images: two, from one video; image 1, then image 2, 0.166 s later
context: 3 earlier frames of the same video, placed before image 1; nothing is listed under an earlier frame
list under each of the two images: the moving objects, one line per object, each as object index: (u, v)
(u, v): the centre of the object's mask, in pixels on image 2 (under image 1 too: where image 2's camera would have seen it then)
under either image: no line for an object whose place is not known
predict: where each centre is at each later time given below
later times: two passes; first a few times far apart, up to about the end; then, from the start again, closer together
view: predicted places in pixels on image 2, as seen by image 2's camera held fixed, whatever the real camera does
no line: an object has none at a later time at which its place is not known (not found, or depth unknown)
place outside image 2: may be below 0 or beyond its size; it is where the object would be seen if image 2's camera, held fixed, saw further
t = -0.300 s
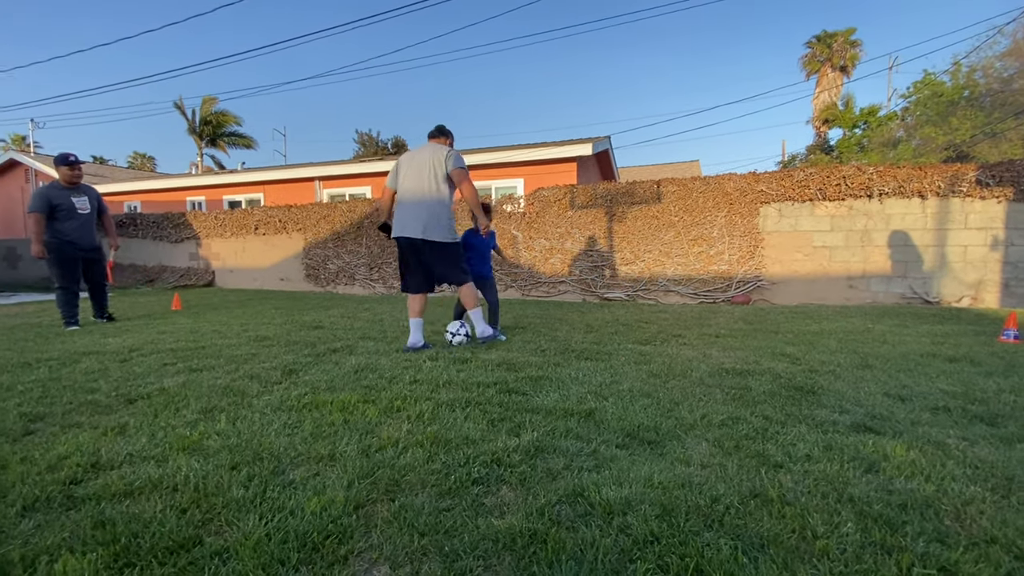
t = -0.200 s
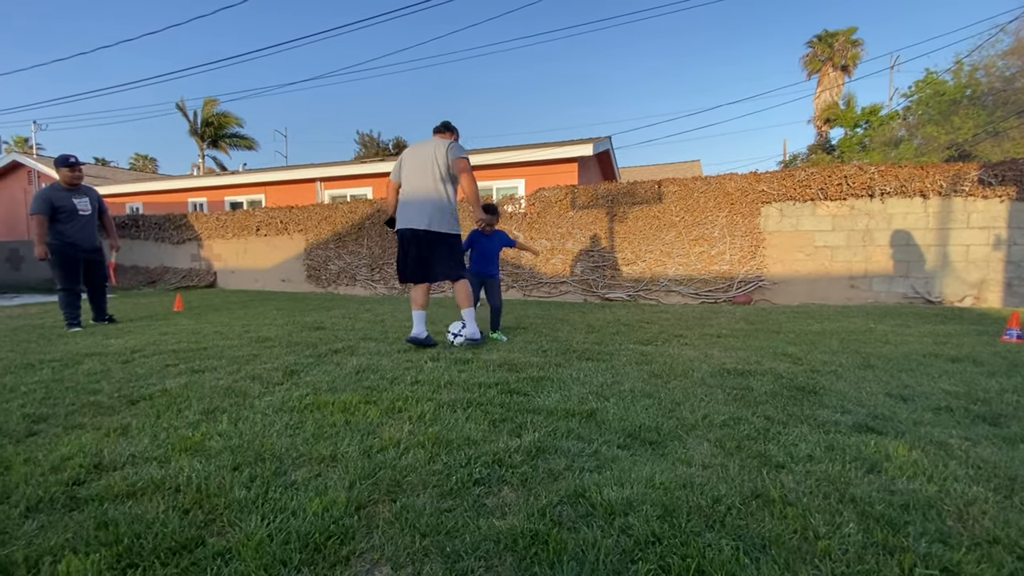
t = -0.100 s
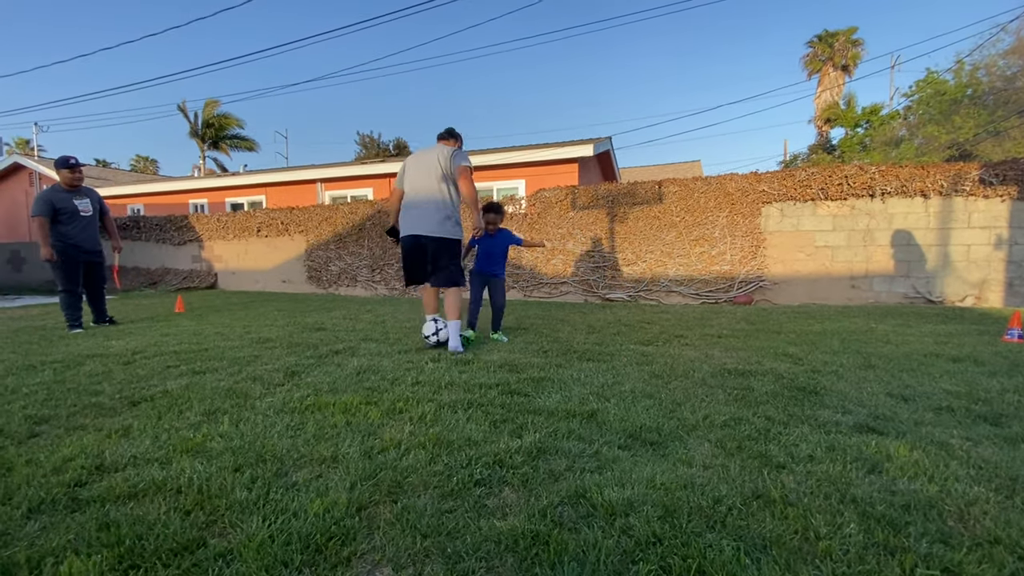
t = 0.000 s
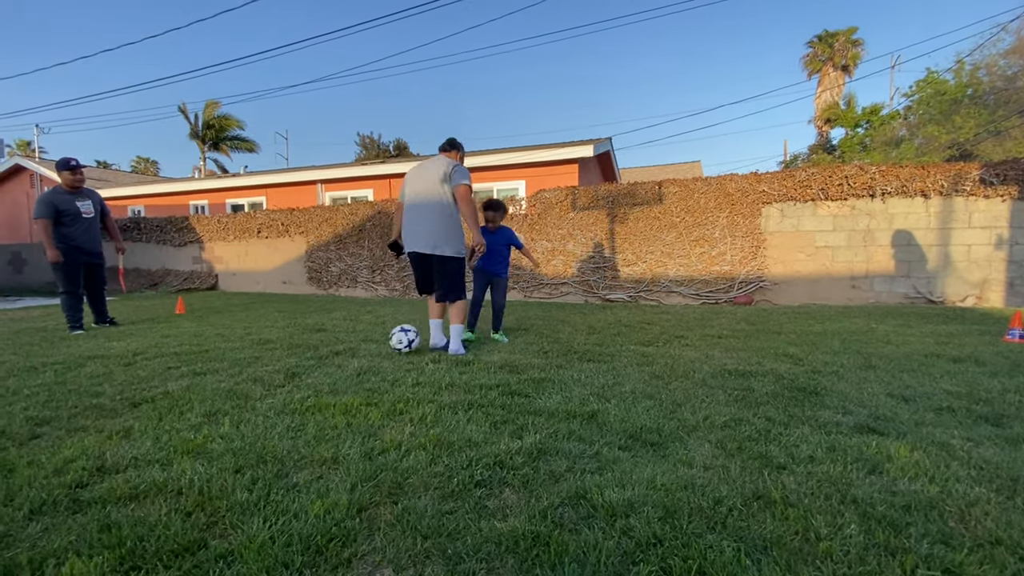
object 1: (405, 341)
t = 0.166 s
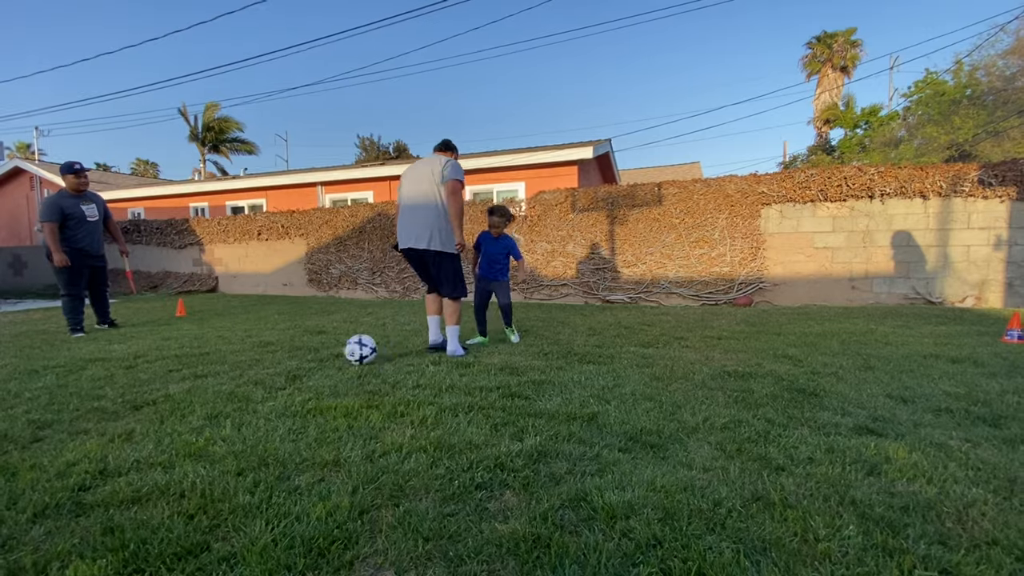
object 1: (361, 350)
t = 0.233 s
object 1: (346, 353)
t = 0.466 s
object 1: (295, 361)
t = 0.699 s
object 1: (246, 372)
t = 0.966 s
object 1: (194, 389)
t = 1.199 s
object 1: (150, 396)
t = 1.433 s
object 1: (107, 406)
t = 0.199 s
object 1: (353, 351)
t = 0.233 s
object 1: (346, 353)
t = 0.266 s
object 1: (338, 354)
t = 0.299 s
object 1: (331, 355)
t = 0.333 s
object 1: (323, 357)
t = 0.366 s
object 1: (316, 359)
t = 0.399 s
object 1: (309, 359)
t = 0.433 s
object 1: (302, 360)
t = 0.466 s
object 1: (295, 361)
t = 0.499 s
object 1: (288, 363)
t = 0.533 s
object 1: (281, 364)
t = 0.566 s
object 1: (274, 366)
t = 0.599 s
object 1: (267, 367)
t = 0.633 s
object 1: (259, 369)
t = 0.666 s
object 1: (253, 370)
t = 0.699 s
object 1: (246, 372)
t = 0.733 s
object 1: (238, 372)
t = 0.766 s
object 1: (232, 373)
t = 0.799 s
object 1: (226, 375)
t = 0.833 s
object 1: (219, 377)
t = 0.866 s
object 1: (212, 379)
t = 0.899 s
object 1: (206, 381)
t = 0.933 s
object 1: (200, 385)
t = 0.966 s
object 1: (194, 389)
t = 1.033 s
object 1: (180, 386)
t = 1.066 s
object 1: (174, 388)
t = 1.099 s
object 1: (169, 389)
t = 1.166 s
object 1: (155, 391)
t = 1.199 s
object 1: (150, 396)
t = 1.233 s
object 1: (143, 398)
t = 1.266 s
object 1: (137, 400)
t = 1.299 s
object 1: (131, 401)
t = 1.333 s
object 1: (124, 402)
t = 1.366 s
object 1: (118, 403)
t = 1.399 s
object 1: (112, 404)
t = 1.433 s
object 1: (107, 406)
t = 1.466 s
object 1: (102, 407)
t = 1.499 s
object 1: (97, 409)
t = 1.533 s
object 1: (91, 411)
